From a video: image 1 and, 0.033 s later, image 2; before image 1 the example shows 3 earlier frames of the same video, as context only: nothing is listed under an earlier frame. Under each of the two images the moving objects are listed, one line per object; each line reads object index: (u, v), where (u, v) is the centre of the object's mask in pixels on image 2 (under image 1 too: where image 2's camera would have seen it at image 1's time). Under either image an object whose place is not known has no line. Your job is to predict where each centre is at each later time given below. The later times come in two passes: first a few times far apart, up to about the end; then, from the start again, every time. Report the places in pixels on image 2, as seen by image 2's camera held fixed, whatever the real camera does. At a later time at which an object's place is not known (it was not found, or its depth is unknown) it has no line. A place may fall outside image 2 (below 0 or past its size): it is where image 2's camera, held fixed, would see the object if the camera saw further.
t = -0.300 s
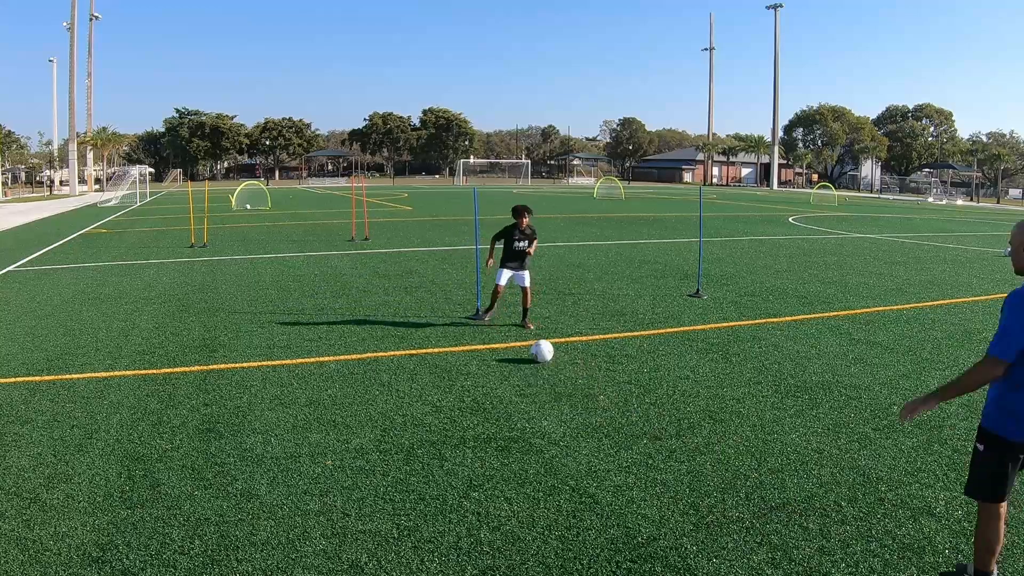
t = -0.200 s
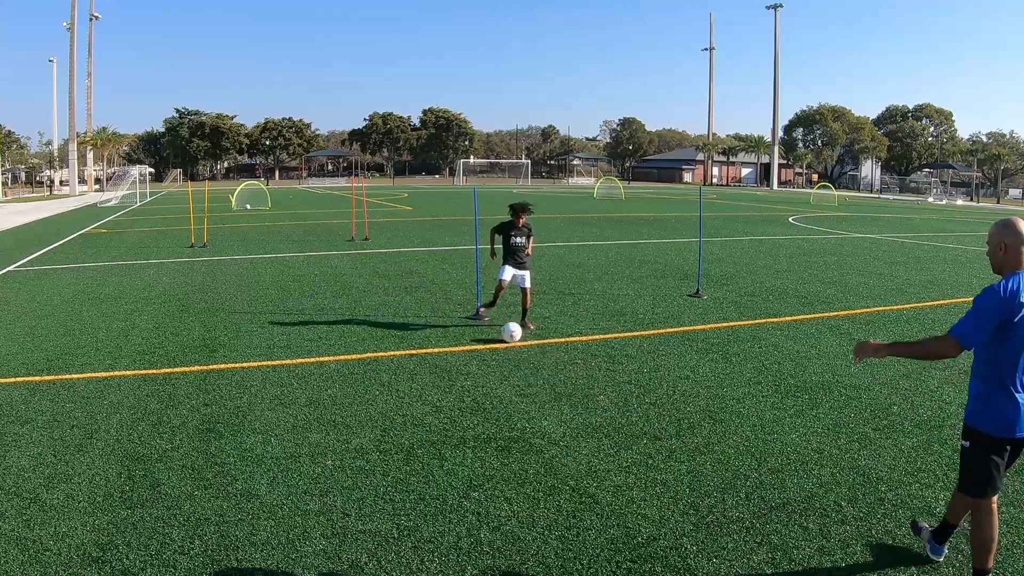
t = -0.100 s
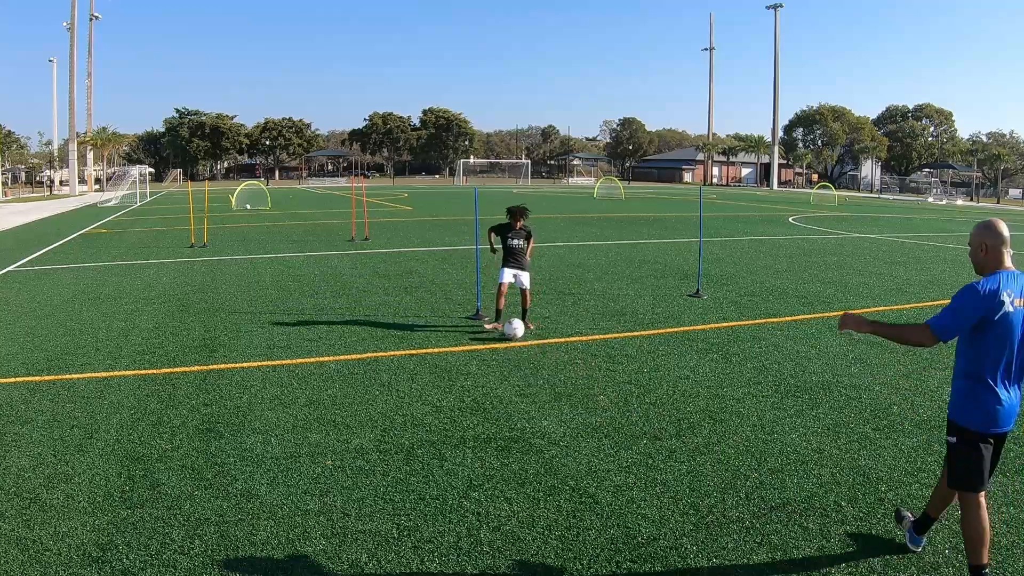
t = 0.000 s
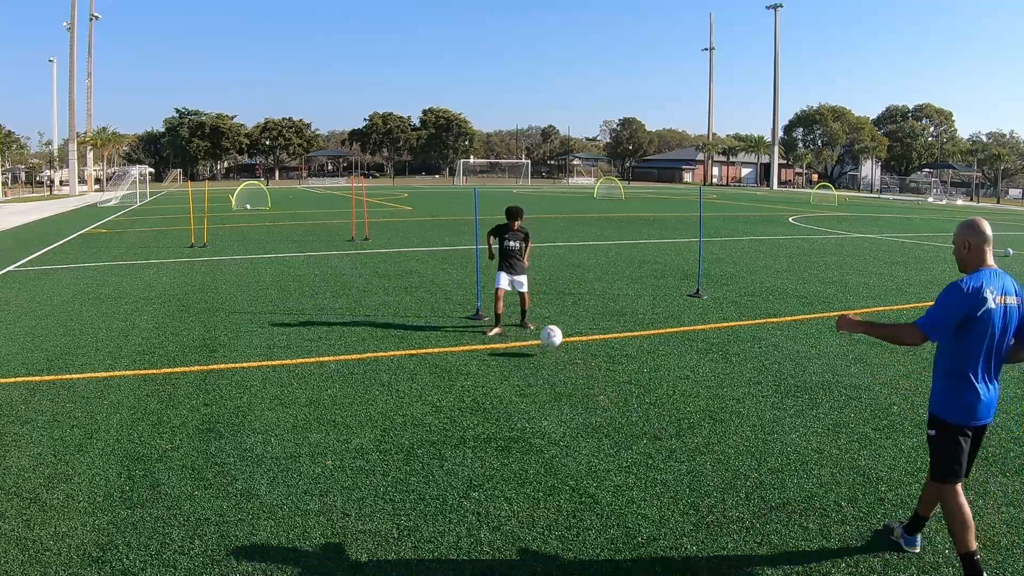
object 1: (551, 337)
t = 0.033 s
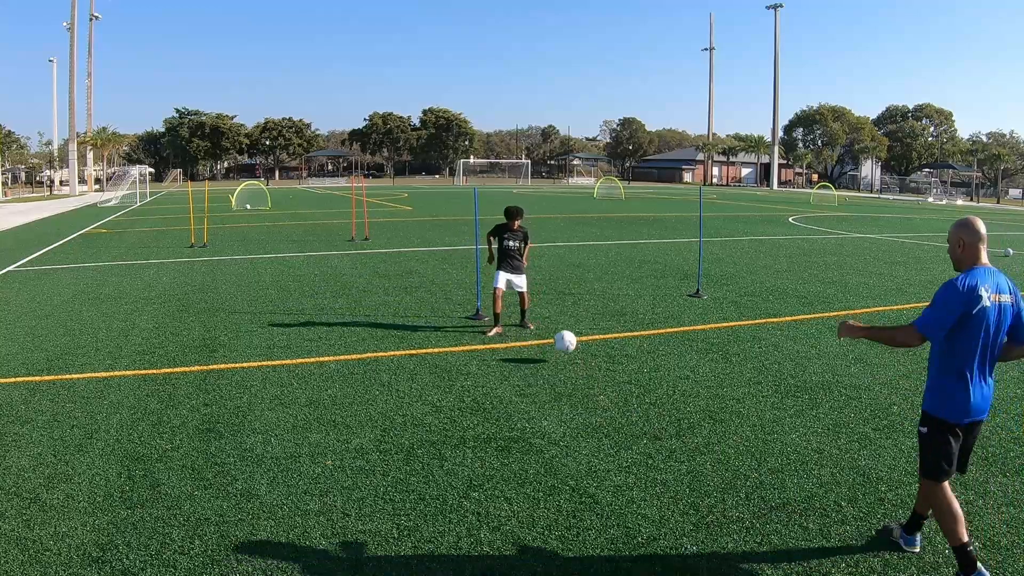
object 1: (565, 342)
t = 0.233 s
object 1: (655, 379)
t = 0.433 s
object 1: (755, 420)
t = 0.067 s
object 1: (580, 348)
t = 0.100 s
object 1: (594, 357)
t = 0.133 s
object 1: (610, 367)
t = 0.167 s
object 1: (627, 377)
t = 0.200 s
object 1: (641, 377)
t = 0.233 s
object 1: (655, 379)
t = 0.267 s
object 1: (670, 380)
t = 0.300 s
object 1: (686, 386)
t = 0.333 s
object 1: (702, 391)
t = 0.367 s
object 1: (719, 399)
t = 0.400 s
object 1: (737, 409)
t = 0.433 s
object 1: (755, 420)
